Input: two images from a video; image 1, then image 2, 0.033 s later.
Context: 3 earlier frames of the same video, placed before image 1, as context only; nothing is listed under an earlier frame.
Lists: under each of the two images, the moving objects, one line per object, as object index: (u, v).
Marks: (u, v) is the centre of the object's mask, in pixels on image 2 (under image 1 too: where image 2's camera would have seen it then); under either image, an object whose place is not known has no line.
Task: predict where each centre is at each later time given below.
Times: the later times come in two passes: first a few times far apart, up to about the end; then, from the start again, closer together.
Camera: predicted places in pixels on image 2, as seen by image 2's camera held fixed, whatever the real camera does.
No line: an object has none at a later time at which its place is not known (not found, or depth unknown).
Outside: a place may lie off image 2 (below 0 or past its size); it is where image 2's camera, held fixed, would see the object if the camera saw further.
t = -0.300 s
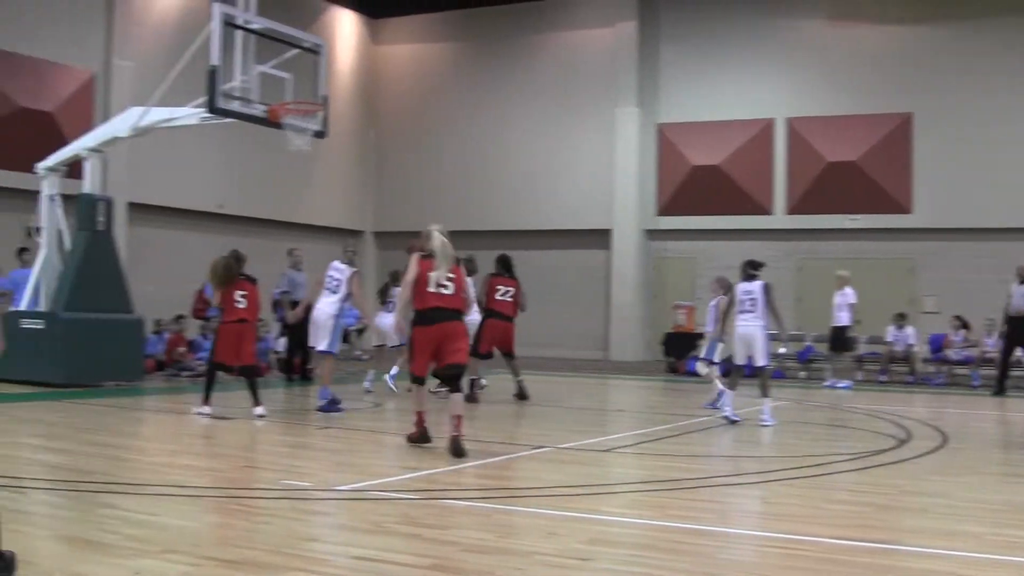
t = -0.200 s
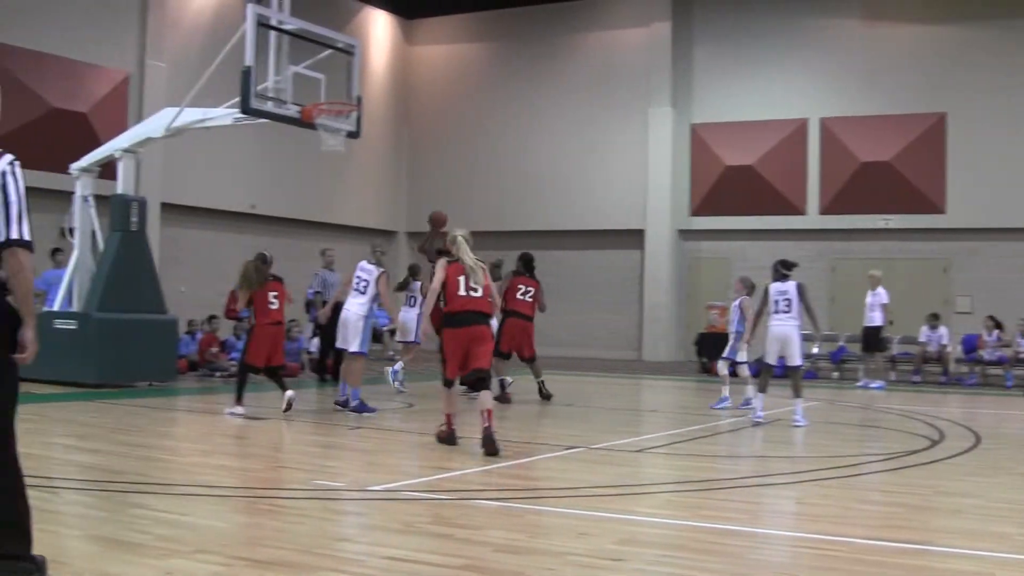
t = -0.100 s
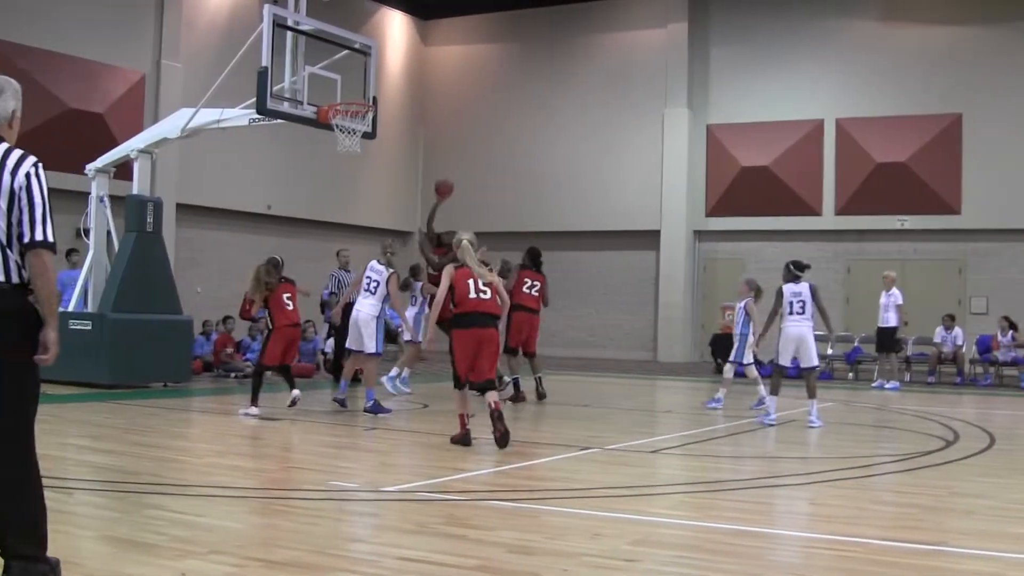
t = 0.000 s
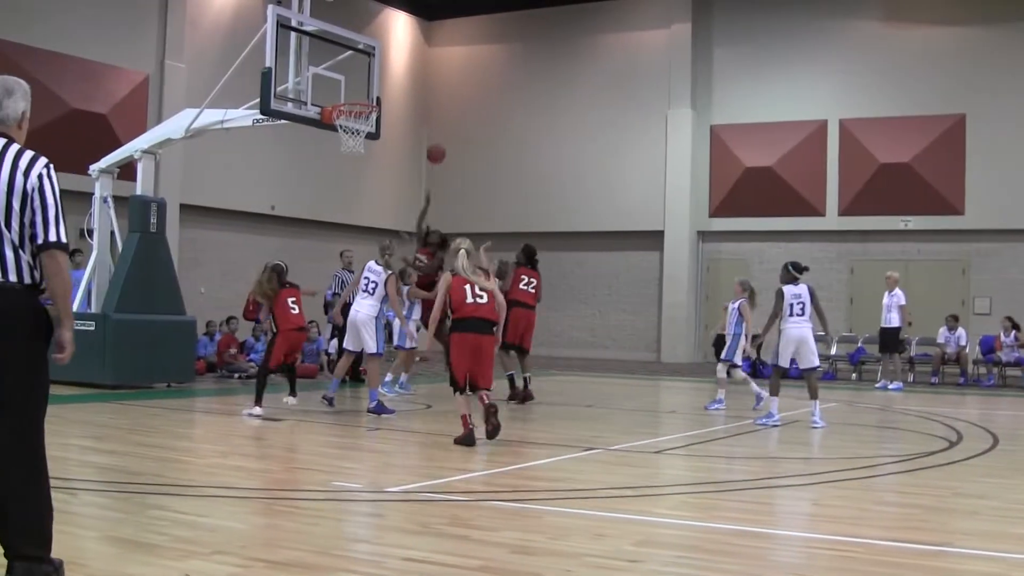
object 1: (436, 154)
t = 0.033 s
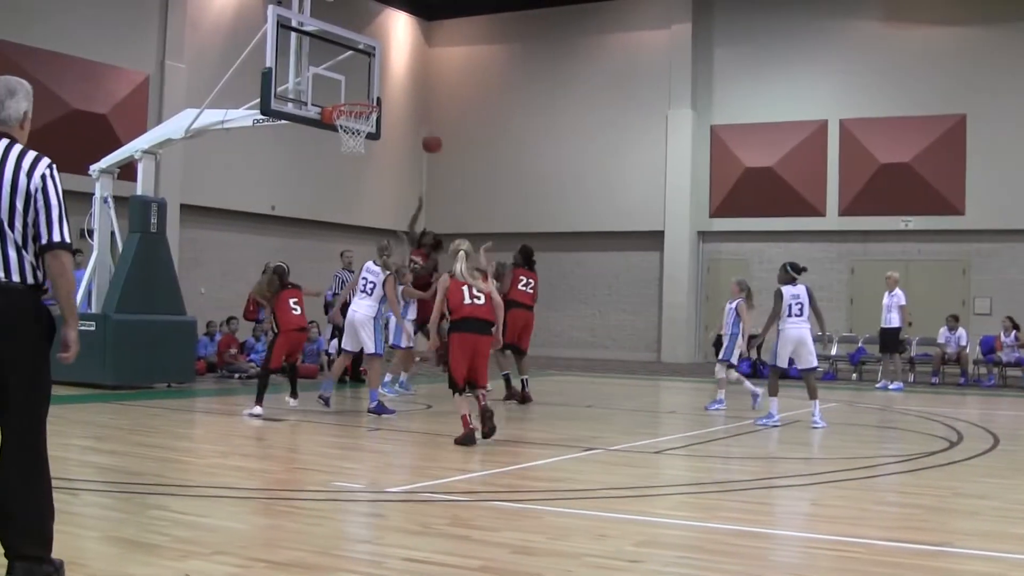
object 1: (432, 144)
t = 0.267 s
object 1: (401, 96)
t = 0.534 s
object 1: (357, 96)
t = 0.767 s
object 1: (346, 93)
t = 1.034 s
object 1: (364, 95)
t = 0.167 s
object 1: (415, 112)
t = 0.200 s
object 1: (409, 105)
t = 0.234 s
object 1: (405, 100)
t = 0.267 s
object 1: (401, 96)
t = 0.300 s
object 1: (395, 93)
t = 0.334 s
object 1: (390, 90)
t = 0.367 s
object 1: (385, 89)
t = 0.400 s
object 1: (380, 89)
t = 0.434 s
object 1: (374, 90)
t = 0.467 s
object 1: (369, 91)
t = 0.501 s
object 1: (363, 94)
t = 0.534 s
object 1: (357, 96)
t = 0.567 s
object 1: (351, 99)
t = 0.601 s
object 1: (349, 98)
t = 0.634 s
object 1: (347, 98)
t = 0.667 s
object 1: (346, 98)
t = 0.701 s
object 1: (345, 98)
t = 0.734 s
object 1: (345, 96)
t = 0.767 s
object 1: (346, 93)
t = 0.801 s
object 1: (346, 91)
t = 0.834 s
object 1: (347, 90)
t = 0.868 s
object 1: (348, 90)
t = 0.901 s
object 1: (351, 89)
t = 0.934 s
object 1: (354, 89)
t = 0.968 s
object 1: (357, 90)
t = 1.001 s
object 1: (360, 93)
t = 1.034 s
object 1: (364, 95)
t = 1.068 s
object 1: (367, 98)
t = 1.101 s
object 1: (370, 102)
